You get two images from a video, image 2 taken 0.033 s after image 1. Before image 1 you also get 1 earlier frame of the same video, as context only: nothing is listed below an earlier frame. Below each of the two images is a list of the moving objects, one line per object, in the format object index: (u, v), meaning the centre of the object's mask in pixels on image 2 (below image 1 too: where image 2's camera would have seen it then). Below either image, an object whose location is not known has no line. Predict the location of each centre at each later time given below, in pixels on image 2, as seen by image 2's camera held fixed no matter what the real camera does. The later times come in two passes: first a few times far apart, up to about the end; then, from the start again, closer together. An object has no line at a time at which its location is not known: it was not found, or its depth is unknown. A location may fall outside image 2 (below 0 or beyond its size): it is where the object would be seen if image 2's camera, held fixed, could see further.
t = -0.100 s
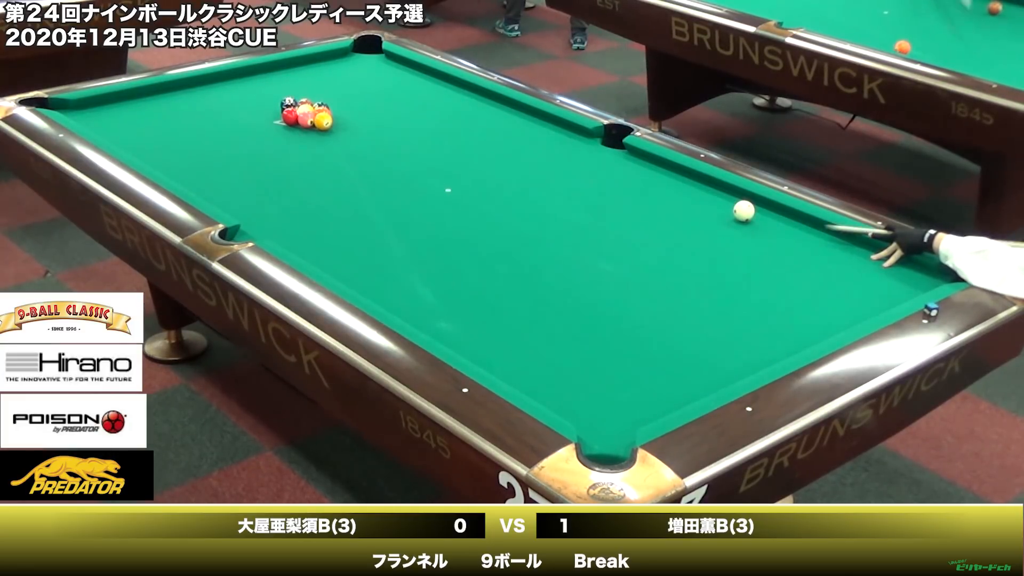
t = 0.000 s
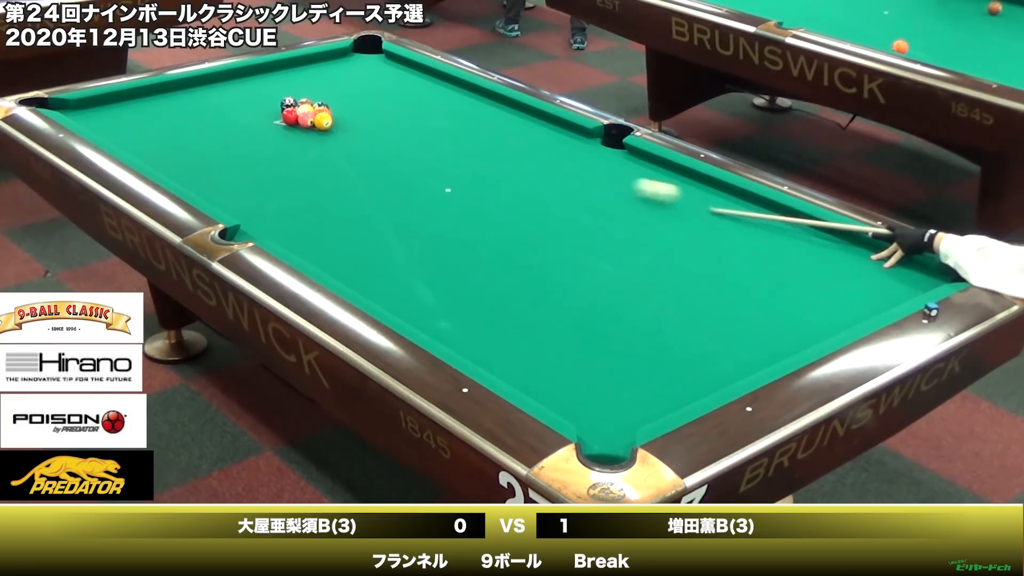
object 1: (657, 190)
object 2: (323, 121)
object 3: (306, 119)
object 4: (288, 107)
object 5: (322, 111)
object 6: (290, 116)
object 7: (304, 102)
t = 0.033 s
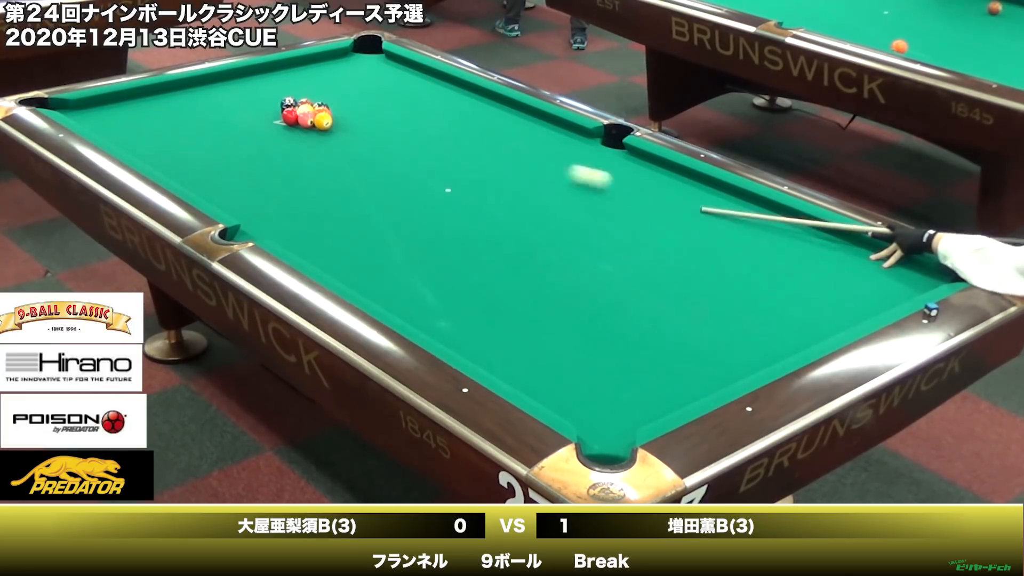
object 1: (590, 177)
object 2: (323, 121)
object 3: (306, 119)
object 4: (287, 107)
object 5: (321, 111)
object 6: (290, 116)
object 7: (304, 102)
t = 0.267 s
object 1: (351, 124)
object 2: (319, 130)
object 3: (286, 127)
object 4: (276, 107)
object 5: (328, 115)
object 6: (183, 118)
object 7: (301, 97)
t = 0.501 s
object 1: (365, 122)
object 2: (315, 151)
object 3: (241, 144)
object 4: (248, 101)
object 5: (341, 114)
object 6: (134, 95)
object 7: (295, 82)
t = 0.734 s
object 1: (376, 120)
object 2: (311, 172)
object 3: (195, 161)
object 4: (222, 95)
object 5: (352, 114)
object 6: (228, 82)
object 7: (309, 86)
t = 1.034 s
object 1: (389, 118)
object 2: (304, 202)
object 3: (195, 173)
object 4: (191, 87)
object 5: (365, 113)
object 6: (333, 73)
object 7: (326, 91)
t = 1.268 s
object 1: (397, 117)
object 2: (299, 227)
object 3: (234, 174)
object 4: (176, 86)
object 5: (373, 112)
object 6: (410, 67)
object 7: (339, 95)
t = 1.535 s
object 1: (405, 116)
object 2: (305, 251)
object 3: (278, 175)
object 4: (178, 91)
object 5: (381, 112)
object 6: (410, 84)
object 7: (352, 99)
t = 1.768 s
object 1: (411, 115)
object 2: (340, 260)
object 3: (315, 177)
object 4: (180, 95)
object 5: (387, 112)
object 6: (408, 100)
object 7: (363, 103)
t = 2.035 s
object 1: (428, 122)
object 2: (380, 268)
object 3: (354, 177)
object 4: (180, 100)
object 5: (381, 113)
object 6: (405, 110)
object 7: (372, 104)
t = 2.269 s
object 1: (445, 131)
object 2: (413, 275)
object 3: (388, 179)
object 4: (181, 104)
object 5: (368, 116)
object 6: (406, 112)
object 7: (383, 109)
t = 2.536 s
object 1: (465, 141)
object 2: (450, 283)
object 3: (424, 180)
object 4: (182, 107)
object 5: (355, 118)
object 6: (407, 114)
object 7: (389, 112)
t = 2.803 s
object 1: (485, 150)
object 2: (485, 291)
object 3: (457, 181)
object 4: (183, 111)
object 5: (344, 121)
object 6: (413, 116)
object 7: (391, 114)
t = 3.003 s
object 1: (499, 157)
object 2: (510, 296)
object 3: (482, 181)
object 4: (183, 113)
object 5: (336, 122)
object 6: (416, 117)
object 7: (392, 115)
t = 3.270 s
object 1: (517, 166)
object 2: (542, 303)
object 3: (511, 182)
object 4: (184, 115)
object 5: (327, 124)
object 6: (420, 119)
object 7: (393, 116)
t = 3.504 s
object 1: (531, 172)
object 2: (568, 308)
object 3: (537, 184)
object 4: (185, 117)
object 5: (319, 125)
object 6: (422, 119)
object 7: (394, 116)
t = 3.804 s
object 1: (547, 179)
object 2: (598, 315)
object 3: (569, 189)
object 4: (185, 119)
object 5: (311, 126)
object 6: (423, 119)
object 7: (394, 116)
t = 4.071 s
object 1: (558, 182)
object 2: (624, 320)
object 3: (597, 194)
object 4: (185, 119)
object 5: (306, 127)
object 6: (423, 119)
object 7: (394, 116)
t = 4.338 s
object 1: (567, 184)
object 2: (647, 325)
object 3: (623, 199)
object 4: (185, 119)
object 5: (302, 128)
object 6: (423, 119)
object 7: (394, 116)
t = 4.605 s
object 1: (574, 186)
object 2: (668, 329)
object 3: (647, 203)
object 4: (185, 119)
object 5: (300, 128)
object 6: (423, 119)
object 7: (394, 116)
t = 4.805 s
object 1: (578, 188)
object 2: (682, 332)
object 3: (665, 206)
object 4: (185, 119)
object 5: (299, 128)
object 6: (423, 119)
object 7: (394, 116)
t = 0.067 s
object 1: (526, 163)
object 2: (323, 121)
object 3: (306, 119)
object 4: (288, 107)
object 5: (321, 111)
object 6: (290, 116)
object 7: (305, 102)
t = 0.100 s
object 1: (465, 150)
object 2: (323, 121)
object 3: (306, 119)
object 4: (288, 107)
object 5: (321, 111)
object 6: (290, 116)
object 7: (305, 102)
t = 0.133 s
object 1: (408, 138)
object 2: (323, 121)
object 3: (306, 119)
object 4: (287, 107)
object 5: (322, 111)
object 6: (290, 116)
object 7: (305, 102)
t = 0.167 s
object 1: (354, 127)
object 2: (323, 121)
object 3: (306, 119)
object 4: (287, 107)
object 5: (322, 110)
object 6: (290, 116)
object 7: (305, 102)
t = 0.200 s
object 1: (342, 124)
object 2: (322, 123)
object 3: (301, 122)
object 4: (286, 110)
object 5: (325, 112)
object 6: (262, 116)
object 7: (303, 101)
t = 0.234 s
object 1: (347, 124)
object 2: (320, 127)
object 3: (293, 124)
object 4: (281, 109)
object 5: (326, 114)
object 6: (223, 117)
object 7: (302, 99)
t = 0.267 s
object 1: (351, 124)
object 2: (319, 130)
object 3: (286, 127)
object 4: (276, 107)
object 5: (328, 115)
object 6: (183, 118)
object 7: (301, 97)
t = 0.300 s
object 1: (354, 124)
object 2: (318, 133)
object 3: (279, 129)
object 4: (272, 106)
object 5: (330, 114)
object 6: (144, 118)
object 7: (300, 95)
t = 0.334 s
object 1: (356, 123)
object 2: (318, 136)
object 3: (273, 132)
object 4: (268, 106)
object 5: (332, 115)
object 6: (106, 119)
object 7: (299, 93)
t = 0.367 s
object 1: (358, 123)
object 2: (317, 139)
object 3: (267, 134)
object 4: (264, 105)
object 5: (333, 114)
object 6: (78, 116)
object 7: (298, 91)
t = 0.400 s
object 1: (360, 123)
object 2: (317, 142)
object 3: (260, 136)
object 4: (260, 104)
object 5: (335, 115)
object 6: (93, 112)
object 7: (297, 89)
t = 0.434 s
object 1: (361, 123)
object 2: (316, 145)
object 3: (254, 139)
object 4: (256, 103)
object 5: (337, 114)
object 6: (107, 106)
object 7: (296, 87)
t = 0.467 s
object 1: (363, 122)
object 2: (315, 148)
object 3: (248, 141)
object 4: (252, 102)
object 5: (339, 114)
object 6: (121, 100)
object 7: (296, 84)
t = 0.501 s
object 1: (365, 122)
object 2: (315, 151)
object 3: (241, 144)
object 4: (248, 101)
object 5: (341, 114)
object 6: (134, 95)
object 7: (295, 82)
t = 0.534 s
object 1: (366, 122)
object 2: (314, 154)
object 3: (235, 146)
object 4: (244, 100)
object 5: (343, 114)
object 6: (147, 90)
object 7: (294, 80)
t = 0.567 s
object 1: (368, 122)
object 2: (313, 157)
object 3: (228, 149)
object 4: (241, 99)
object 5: (344, 114)
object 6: (161, 88)
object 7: (296, 81)
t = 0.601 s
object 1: (370, 121)
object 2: (313, 160)
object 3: (222, 151)
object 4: (237, 98)
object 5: (346, 114)
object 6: (176, 87)
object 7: (299, 82)
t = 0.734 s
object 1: (376, 120)
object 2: (311, 172)
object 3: (195, 161)
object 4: (222, 95)
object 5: (352, 114)
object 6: (228, 82)
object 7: (309, 86)
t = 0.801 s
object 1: (379, 120)
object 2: (309, 178)
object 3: (182, 166)
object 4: (215, 93)
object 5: (355, 114)
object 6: (252, 80)
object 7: (313, 87)
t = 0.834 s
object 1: (381, 120)
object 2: (308, 182)
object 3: (175, 169)
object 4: (211, 92)
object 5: (357, 113)
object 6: (264, 79)
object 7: (315, 87)
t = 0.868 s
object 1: (382, 120)
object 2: (308, 185)
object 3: (169, 170)
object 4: (208, 91)
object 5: (358, 113)
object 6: (275, 79)
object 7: (317, 88)
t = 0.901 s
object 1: (383, 119)
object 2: (307, 189)
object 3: (170, 171)
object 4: (204, 90)
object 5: (360, 113)
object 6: (287, 78)
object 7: (319, 89)
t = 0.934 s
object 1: (385, 119)
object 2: (306, 192)
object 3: (176, 172)
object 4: (201, 90)
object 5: (361, 113)
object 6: (299, 76)
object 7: (321, 89)
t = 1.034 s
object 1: (389, 118)
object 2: (304, 202)
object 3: (195, 173)
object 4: (191, 87)
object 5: (365, 113)
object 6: (333, 73)
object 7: (326, 91)
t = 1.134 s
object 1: (393, 118)
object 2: (302, 212)
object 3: (212, 173)
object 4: (181, 86)
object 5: (369, 113)
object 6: (367, 71)
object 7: (332, 93)
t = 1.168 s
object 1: (394, 117)
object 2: (301, 216)
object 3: (218, 173)
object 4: (177, 85)
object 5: (370, 113)
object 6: (377, 70)
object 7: (334, 93)
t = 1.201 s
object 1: (395, 117)
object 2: (301, 220)
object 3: (223, 174)
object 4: (175, 85)
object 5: (371, 113)
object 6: (388, 69)
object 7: (336, 94)
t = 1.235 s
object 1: (396, 117)
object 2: (300, 223)
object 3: (229, 174)
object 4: (176, 85)
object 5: (372, 112)
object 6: (400, 68)
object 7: (338, 94)
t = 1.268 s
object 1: (397, 117)
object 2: (299, 227)
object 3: (234, 174)
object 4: (176, 86)
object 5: (373, 112)
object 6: (410, 67)
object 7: (339, 95)
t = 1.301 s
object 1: (398, 117)
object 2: (298, 230)
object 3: (240, 174)
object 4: (177, 86)
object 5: (374, 112)
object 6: (418, 68)
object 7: (341, 95)
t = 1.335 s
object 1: (399, 117)
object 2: (298, 234)
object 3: (246, 174)
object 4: (177, 87)
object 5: (375, 112)
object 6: (416, 70)
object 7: (343, 96)
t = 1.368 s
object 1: (400, 116)
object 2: (297, 238)
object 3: (251, 174)
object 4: (177, 88)
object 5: (376, 112)
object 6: (414, 72)
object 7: (344, 96)
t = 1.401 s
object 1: (401, 116)
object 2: (296, 242)
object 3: (256, 175)
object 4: (178, 88)
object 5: (377, 112)
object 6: (412, 75)
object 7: (346, 97)
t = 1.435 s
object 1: (402, 116)
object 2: (296, 245)
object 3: (262, 175)
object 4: (178, 89)
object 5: (379, 112)
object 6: (412, 77)
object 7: (348, 97)
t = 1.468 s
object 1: (403, 116)
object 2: (295, 247)
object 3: (267, 175)
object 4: (178, 90)
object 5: (380, 112)
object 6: (411, 79)
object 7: (349, 98)
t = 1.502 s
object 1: (404, 116)
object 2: (300, 249)
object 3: (273, 175)
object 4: (178, 90)
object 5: (380, 112)
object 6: (411, 82)
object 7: (351, 99)
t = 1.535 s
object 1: (405, 116)
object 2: (305, 251)
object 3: (278, 175)
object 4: (178, 91)
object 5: (381, 112)
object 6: (410, 84)
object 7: (352, 99)
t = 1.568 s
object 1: (406, 116)
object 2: (310, 252)
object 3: (283, 176)
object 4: (178, 92)
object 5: (382, 112)
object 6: (410, 87)
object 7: (354, 100)
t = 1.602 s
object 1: (407, 115)
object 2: (315, 254)
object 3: (289, 176)
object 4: (179, 92)
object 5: (383, 112)
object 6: (410, 89)
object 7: (356, 100)
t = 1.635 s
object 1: (408, 115)
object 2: (320, 255)
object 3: (294, 176)
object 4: (179, 93)
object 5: (384, 112)
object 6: (410, 91)
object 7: (357, 101)
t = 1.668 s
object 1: (409, 115)
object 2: (325, 256)
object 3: (299, 176)
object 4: (179, 94)
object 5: (385, 112)
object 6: (409, 94)
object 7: (359, 101)
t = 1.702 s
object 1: (410, 115)
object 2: (330, 257)
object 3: (304, 176)
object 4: (179, 94)
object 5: (385, 112)
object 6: (409, 96)
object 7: (360, 101)
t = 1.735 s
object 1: (411, 115)
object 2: (335, 258)
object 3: (310, 176)
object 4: (179, 95)
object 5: (386, 112)
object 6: (408, 98)
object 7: (362, 102)
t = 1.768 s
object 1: (411, 115)
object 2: (340, 260)
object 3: (315, 177)
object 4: (180, 95)
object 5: (387, 112)
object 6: (408, 100)
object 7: (363, 103)
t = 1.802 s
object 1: (412, 115)
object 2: (345, 260)
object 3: (320, 177)
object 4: (180, 96)
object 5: (388, 112)
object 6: (407, 102)
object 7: (365, 103)
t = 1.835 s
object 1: (413, 115)
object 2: (350, 261)
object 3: (325, 177)
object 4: (180, 97)
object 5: (388, 111)
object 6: (406, 104)
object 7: (366, 103)
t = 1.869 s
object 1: (413, 114)
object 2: (356, 262)
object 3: (330, 177)
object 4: (180, 97)
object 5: (389, 111)
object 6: (404, 106)
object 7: (367, 104)
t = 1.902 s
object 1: (417, 116)
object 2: (360, 264)
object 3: (335, 177)
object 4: (180, 98)
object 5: (388, 112)
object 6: (404, 108)
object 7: (369, 104)
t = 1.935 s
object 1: (420, 118)
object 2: (365, 265)
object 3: (340, 177)
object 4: (180, 98)
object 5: (386, 112)
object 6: (405, 109)
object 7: (370, 105)
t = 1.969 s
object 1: (423, 119)
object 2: (370, 266)
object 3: (345, 178)
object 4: (180, 99)
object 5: (384, 113)
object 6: (405, 110)
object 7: (371, 105)
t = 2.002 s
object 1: (425, 121)
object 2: (375, 267)
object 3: (350, 177)
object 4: (180, 100)
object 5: (382, 113)
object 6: (405, 110)
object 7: (371, 105)
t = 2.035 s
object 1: (428, 122)
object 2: (380, 268)
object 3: (354, 177)
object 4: (180, 100)
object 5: (381, 113)
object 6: (405, 110)
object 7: (372, 104)
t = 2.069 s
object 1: (430, 123)
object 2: (385, 269)
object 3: (360, 178)
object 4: (181, 101)
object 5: (379, 114)
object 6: (405, 111)
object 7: (374, 103)
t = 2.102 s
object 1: (433, 124)
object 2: (390, 270)
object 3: (364, 178)
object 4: (181, 101)
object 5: (377, 114)
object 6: (405, 111)
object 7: (377, 103)
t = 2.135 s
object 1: (435, 126)
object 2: (394, 271)
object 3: (369, 178)
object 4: (181, 102)
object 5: (375, 115)
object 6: (405, 111)
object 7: (379, 104)
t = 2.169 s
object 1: (438, 127)
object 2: (399, 272)
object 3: (374, 178)
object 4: (181, 103)
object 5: (373, 115)
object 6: (405, 112)
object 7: (381, 106)
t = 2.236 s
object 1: (443, 130)
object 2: (409, 274)
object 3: (383, 179)
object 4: (181, 103)
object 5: (370, 116)
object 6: (405, 112)
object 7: (382, 109)
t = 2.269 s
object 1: (445, 131)
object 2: (413, 275)
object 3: (388, 179)
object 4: (181, 104)
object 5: (368, 116)
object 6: (406, 112)
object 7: (383, 109)
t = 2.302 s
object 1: (448, 132)
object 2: (418, 276)
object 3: (392, 179)
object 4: (181, 104)
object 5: (366, 116)
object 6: (405, 113)
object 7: (384, 110)
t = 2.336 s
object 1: (450, 133)
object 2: (423, 277)
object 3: (397, 179)
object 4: (181, 105)
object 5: (365, 116)
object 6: (405, 113)
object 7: (385, 110)
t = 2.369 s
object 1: (453, 134)
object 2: (427, 278)
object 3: (401, 179)
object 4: (181, 105)
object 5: (363, 117)
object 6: (405, 113)
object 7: (386, 110)
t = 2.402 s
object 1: (455, 136)
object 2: (432, 279)
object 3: (406, 179)
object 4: (182, 106)
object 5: (361, 117)
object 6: (405, 113)
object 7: (387, 110)
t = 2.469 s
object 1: (460, 138)
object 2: (441, 281)
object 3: (415, 179)
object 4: (182, 106)
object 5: (358, 117)
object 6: (406, 114)
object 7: (389, 111)
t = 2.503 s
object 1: (463, 139)
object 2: (446, 282)
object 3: (419, 179)
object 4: (182, 107)
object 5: (357, 118)
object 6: (406, 114)
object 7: (389, 112)
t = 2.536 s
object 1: (465, 141)
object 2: (450, 283)
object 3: (424, 180)
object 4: (182, 107)
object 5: (355, 118)
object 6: (407, 114)
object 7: (389, 112)
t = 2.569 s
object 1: (468, 142)
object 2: (454, 284)
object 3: (428, 180)
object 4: (182, 108)
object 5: (354, 118)
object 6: (408, 114)
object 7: (390, 112)
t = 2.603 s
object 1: (470, 143)
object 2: (459, 285)
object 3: (432, 180)
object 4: (182, 108)
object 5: (352, 119)
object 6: (408, 115)
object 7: (390, 112)
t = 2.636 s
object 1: (473, 144)
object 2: (464, 286)
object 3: (437, 180)
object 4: (182, 109)
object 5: (351, 119)
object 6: (409, 115)
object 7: (390, 113)
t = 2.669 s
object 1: (475, 145)
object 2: (468, 287)
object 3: (441, 180)
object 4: (182, 109)
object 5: (349, 119)
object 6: (410, 115)
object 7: (390, 113)
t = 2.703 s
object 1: (477, 147)
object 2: (472, 288)
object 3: (445, 180)
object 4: (182, 110)
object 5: (348, 120)
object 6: (411, 115)
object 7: (390, 113)
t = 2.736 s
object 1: (480, 148)
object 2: (476, 289)
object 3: (449, 180)
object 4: (183, 110)
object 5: (347, 120)
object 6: (411, 116)
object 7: (391, 113)
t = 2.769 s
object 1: (482, 149)
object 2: (481, 290)
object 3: (453, 180)
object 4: (183, 111)
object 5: (345, 120)
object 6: (412, 116)
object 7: (391, 114)
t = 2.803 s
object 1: (485, 150)
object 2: (485, 291)
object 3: (457, 181)
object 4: (183, 111)
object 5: (344, 121)
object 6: (413, 116)
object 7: (391, 114)
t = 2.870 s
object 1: (489, 153)
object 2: (493, 292)
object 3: (466, 181)
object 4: (183, 112)
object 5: (341, 121)
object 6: (414, 117)
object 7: (391, 114)
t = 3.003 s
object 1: (499, 157)
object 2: (510, 296)
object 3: (482, 181)
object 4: (183, 113)
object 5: (336, 122)
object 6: (416, 117)
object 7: (392, 115)
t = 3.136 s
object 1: (508, 162)
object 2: (526, 299)
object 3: (497, 182)
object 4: (184, 114)
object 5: (331, 123)
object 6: (418, 118)
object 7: (393, 116)
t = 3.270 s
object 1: (517, 166)
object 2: (542, 303)
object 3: (511, 182)
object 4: (184, 115)
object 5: (327, 124)
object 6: (420, 119)
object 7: (393, 116)
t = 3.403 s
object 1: (526, 169)
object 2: (557, 306)
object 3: (526, 183)
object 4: (185, 116)
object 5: (322, 125)
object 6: (421, 119)
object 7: (394, 116)
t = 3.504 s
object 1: (531, 172)
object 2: (568, 308)
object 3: (537, 184)
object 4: (185, 117)
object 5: (319, 125)
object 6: (422, 119)
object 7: (394, 116)
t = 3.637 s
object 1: (538, 176)
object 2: (582, 311)
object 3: (551, 185)
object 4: (185, 118)
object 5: (315, 126)
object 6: (423, 119)
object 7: (394, 116)
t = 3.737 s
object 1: (544, 178)
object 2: (592, 313)
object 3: (562, 187)
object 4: (185, 118)
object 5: (312, 126)
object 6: (423, 119)
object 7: (394, 116)
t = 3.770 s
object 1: (545, 179)
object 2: (595, 314)
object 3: (565, 188)
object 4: (185, 118)
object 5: (312, 126)
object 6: (423, 119)
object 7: (394, 116)
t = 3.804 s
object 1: (547, 179)
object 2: (598, 315)
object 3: (569, 189)
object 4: (185, 119)
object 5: (311, 126)
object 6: (423, 119)
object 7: (394, 116)
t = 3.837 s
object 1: (548, 179)
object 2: (602, 315)
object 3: (573, 189)
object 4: (185, 118)
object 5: (310, 126)
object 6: (423, 119)
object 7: (394, 116)
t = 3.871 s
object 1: (550, 180)
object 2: (605, 316)
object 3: (576, 190)
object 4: (185, 119)
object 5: (310, 127)
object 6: (423, 119)
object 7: (394, 116)
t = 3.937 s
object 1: (552, 180)
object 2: (612, 317)
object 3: (583, 191)
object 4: (185, 119)
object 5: (308, 127)
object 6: (423, 119)
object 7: (394, 116)
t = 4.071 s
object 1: (558, 182)
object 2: (624, 320)
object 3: (597, 194)
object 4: (185, 119)
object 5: (306, 127)
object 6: (423, 119)
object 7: (394, 116)
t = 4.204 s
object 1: (562, 183)
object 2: (636, 322)
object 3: (610, 196)
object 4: (185, 119)
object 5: (304, 127)
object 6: (423, 119)
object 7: (394, 116)
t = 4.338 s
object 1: (567, 184)
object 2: (647, 325)
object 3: (623, 199)
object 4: (185, 119)
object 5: (302, 128)
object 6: (423, 119)
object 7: (394, 116)
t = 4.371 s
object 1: (568, 184)
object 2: (650, 325)
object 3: (626, 199)
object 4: (185, 119)
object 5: (302, 128)
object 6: (423, 119)
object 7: (394, 116)
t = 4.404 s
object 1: (569, 185)
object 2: (653, 326)
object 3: (629, 200)
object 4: (185, 119)
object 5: (301, 128)
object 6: (422, 119)
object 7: (394, 116)
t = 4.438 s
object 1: (569, 185)
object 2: (655, 326)
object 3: (633, 200)
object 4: (185, 119)
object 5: (301, 128)
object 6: (423, 119)
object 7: (394, 116)
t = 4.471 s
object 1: (570, 185)
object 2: (658, 327)
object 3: (635, 201)
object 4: (185, 119)
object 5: (301, 128)
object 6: (423, 119)
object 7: (394, 116)
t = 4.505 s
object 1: (571, 186)
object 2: (661, 327)
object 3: (639, 201)
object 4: (185, 119)
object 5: (300, 128)
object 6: (422, 119)
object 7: (394, 116)
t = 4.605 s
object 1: (574, 186)
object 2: (668, 329)
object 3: (647, 203)
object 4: (185, 119)
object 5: (300, 128)
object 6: (423, 119)
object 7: (394, 116)
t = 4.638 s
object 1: (575, 187)
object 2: (670, 330)
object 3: (651, 203)
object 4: (185, 119)
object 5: (300, 128)
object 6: (423, 119)
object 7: (394, 116)
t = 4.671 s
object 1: (575, 187)
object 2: (673, 330)
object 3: (653, 204)
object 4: (185, 119)
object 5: (300, 128)
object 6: (423, 119)
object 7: (394, 116)
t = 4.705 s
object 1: (576, 187)
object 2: (675, 330)
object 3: (656, 204)
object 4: (185, 119)
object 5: (299, 128)
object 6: (423, 119)
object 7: (394, 116)
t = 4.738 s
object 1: (577, 187)
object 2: (678, 331)
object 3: (659, 205)
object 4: (185, 119)
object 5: (299, 128)
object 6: (423, 119)
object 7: (394, 116)
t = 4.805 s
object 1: (578, 188)
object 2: (682, 332)
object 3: (665, 206)
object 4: (185, 119)
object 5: (299, 128)
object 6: (423, 119)
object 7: (394, 116)
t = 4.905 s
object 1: (580, 188)
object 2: (689, 333)
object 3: (673, 208)
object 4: (185, 119)
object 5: (299, 128)
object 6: (423, 119)
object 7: (394, 116)
